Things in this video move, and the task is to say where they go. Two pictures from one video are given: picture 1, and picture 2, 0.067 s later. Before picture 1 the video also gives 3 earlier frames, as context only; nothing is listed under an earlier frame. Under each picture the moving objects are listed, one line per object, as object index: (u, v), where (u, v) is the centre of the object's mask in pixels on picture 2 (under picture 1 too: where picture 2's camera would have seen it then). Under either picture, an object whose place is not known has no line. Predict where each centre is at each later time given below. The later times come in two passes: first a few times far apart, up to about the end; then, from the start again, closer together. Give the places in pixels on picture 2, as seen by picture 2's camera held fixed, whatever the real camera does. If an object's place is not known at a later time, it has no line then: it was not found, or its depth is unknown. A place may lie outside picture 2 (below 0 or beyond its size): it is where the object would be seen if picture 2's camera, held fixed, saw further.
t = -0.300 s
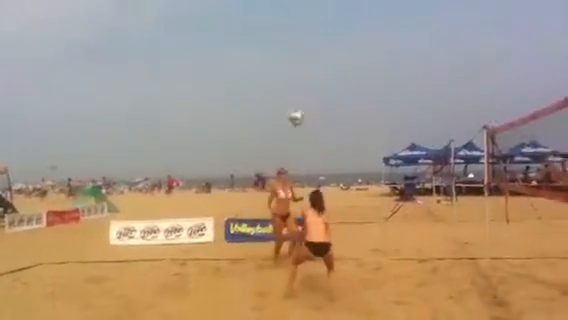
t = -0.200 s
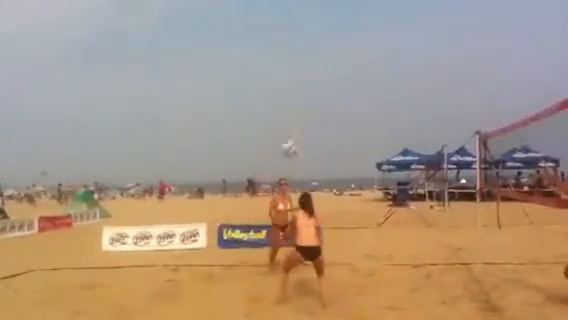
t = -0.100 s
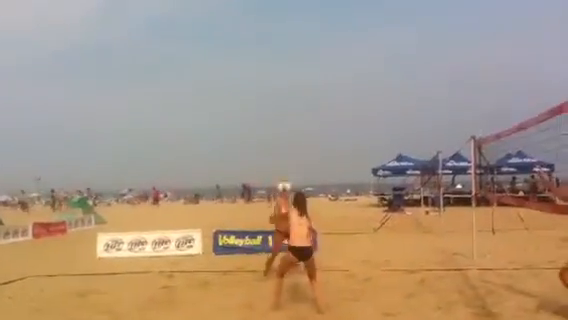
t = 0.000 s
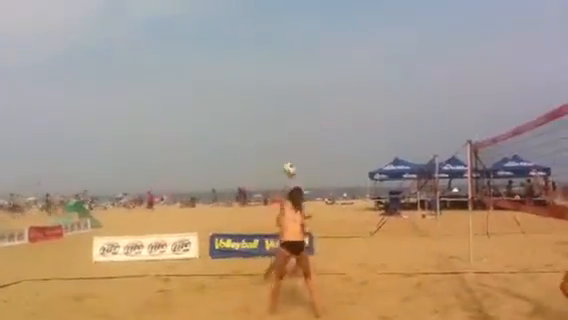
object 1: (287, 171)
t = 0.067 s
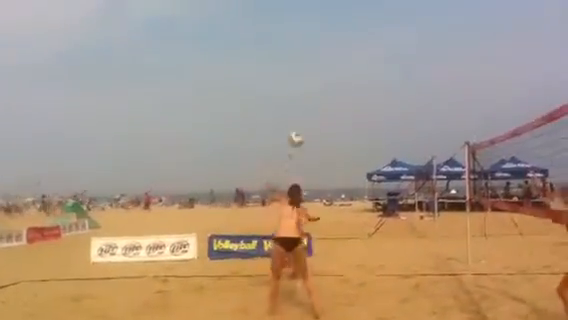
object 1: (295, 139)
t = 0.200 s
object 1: (314, 85)
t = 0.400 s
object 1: (337, 27)
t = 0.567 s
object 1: (360, 1)
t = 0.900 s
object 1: (390, 3)
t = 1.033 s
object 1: (402, 25)
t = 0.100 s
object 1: (296, 121)
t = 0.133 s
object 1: (305, 110)
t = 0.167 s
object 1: (311, 97)
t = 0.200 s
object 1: (314, 85)
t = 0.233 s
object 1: (318, 73)
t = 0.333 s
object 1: (333, 43)
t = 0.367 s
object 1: (334, 34)
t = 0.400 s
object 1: (337, 27)
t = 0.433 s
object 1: (340, 20)
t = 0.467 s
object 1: (346, 14)
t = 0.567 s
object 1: (360, 1)
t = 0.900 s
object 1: (390, 3)
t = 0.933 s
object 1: (392, 7)
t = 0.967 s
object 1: (394, 11)
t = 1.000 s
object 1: (397, 19)
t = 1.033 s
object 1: (402, 25)
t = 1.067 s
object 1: (404, 33)
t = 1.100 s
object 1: (406, 41)
